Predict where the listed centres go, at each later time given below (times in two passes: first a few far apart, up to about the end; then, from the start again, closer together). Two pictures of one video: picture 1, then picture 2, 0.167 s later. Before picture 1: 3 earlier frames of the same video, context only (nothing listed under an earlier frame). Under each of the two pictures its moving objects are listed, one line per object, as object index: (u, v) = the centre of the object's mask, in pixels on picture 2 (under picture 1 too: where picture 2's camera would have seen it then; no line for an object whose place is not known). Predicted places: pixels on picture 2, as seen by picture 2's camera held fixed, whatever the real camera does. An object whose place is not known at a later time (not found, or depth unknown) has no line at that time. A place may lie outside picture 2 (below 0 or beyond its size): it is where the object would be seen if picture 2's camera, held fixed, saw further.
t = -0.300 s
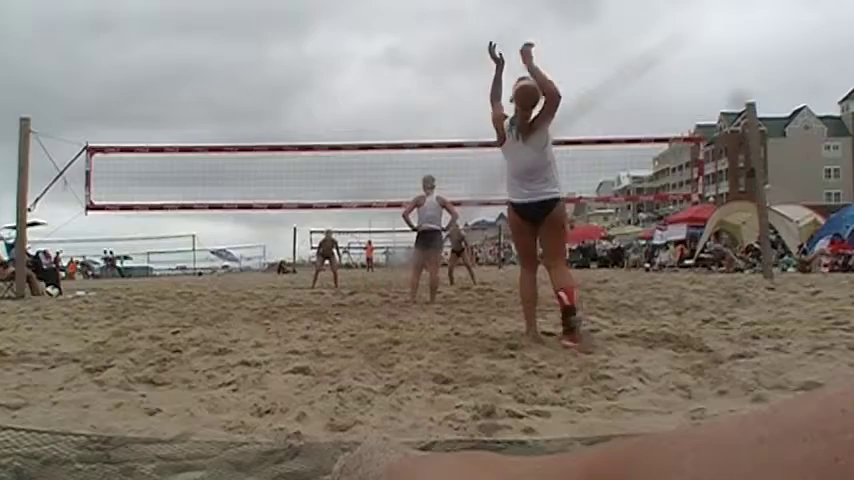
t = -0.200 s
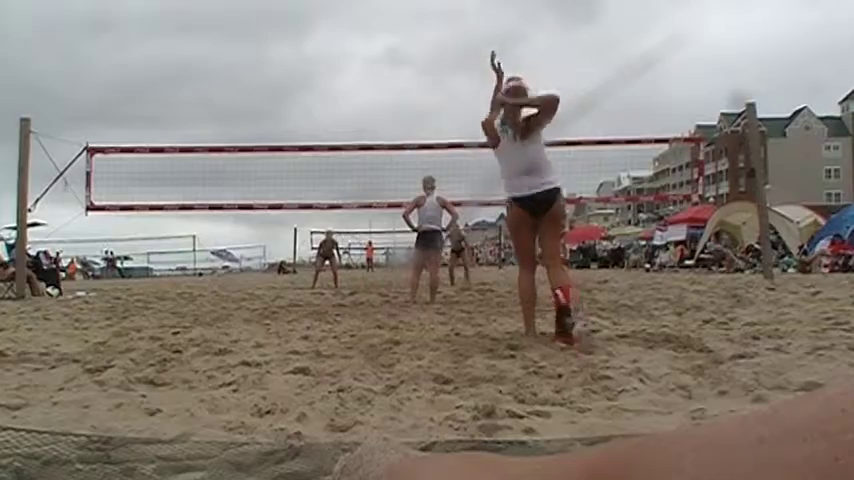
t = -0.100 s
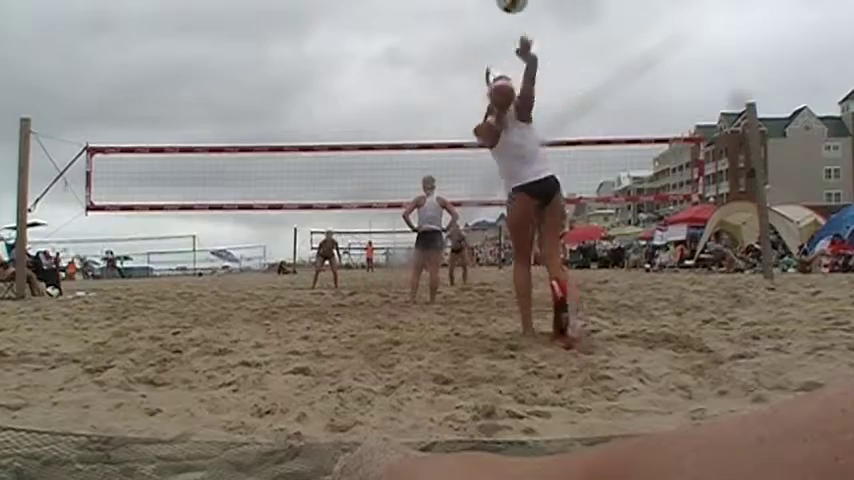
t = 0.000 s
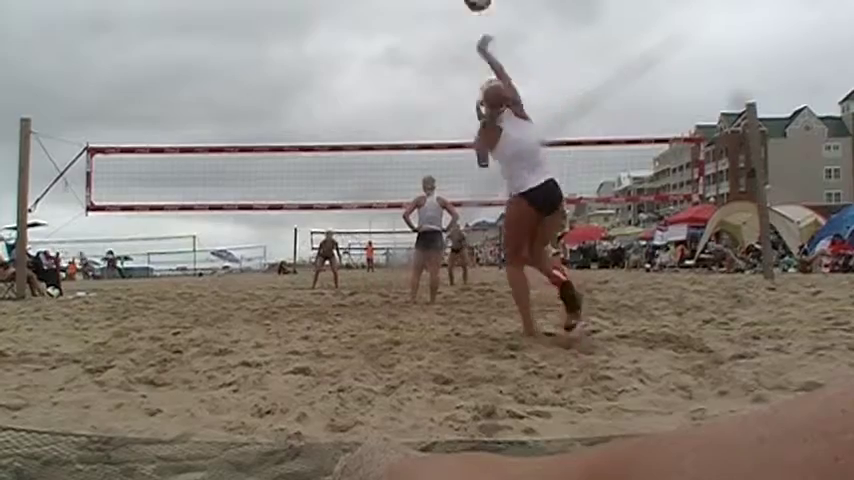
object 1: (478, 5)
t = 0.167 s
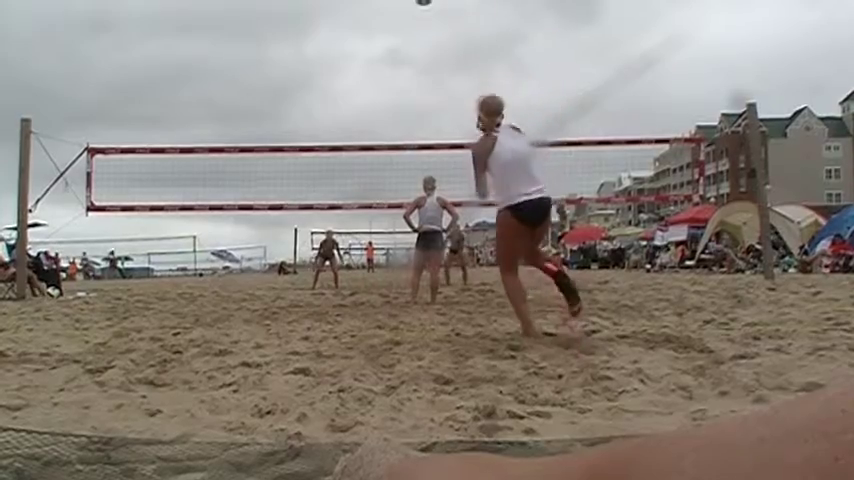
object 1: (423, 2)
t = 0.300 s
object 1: (396, 14)
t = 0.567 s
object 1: (361, 77)
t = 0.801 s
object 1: (342, 141)
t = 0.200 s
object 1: (415, 3)
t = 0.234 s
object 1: (408, 6)
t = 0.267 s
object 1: (401, 8)
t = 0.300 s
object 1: (396, 14)
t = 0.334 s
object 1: (390, 20)
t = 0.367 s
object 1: (385, 27)
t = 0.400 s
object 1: (380, 35)
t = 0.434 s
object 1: (375, 43)
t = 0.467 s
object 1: (372, 50)
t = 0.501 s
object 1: (368, 59)
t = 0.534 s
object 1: (364, 68)
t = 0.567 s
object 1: (361, 77)
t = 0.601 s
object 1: (358, 85)
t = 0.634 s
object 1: (356, 95)
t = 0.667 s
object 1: (351, 104)
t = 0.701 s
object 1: (349, 114)
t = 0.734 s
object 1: (346, 123)
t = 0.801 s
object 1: (342, 141)
